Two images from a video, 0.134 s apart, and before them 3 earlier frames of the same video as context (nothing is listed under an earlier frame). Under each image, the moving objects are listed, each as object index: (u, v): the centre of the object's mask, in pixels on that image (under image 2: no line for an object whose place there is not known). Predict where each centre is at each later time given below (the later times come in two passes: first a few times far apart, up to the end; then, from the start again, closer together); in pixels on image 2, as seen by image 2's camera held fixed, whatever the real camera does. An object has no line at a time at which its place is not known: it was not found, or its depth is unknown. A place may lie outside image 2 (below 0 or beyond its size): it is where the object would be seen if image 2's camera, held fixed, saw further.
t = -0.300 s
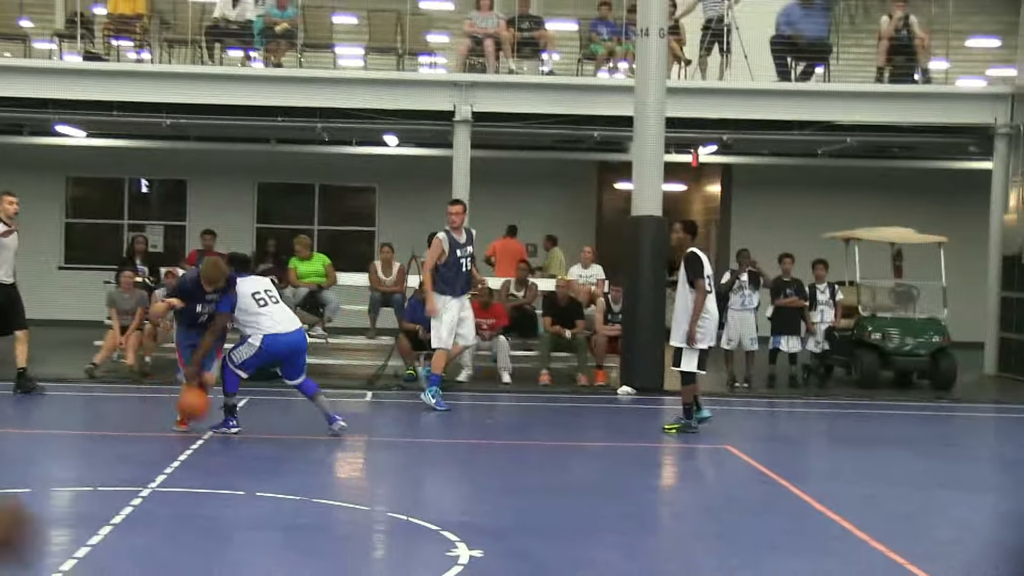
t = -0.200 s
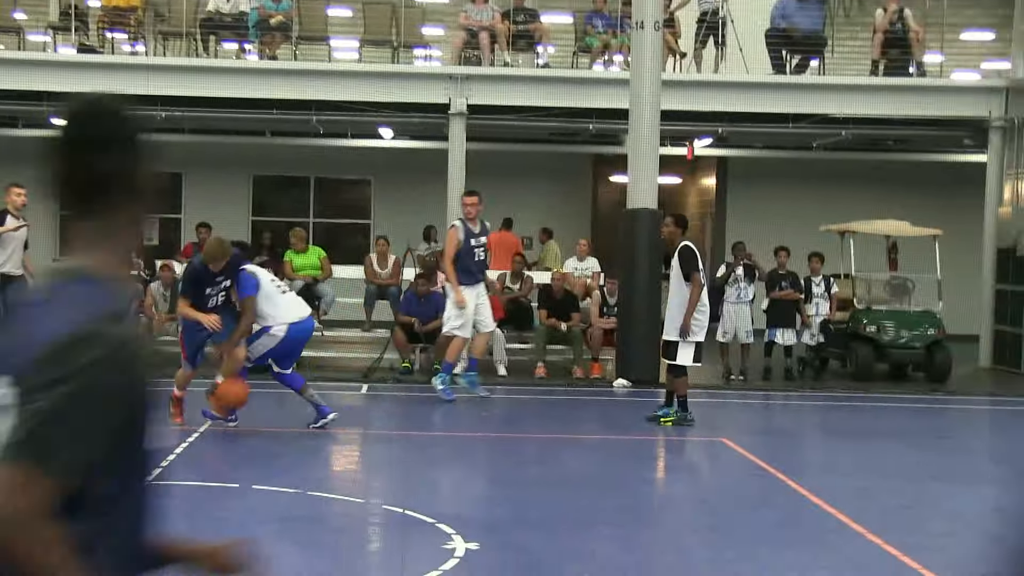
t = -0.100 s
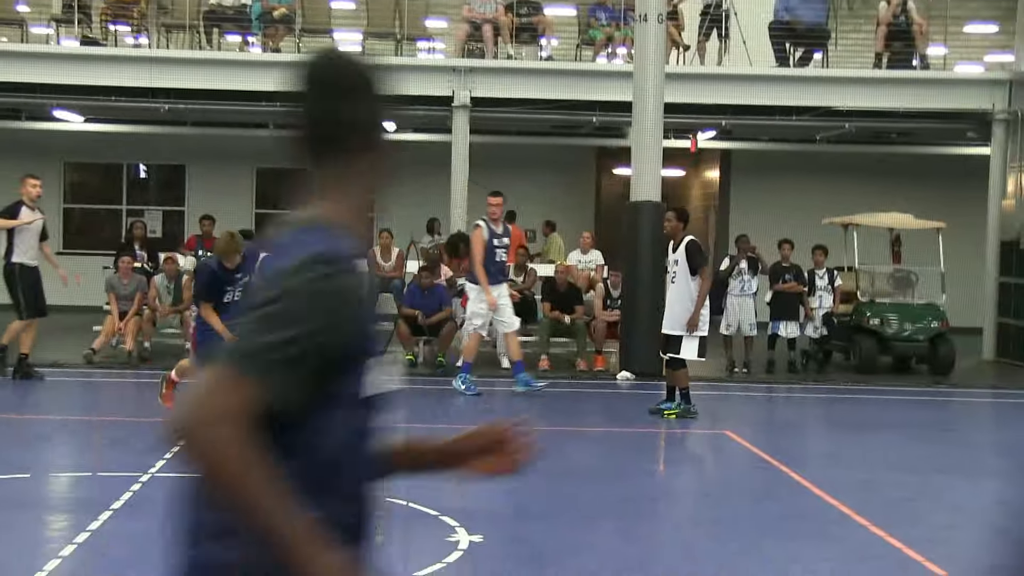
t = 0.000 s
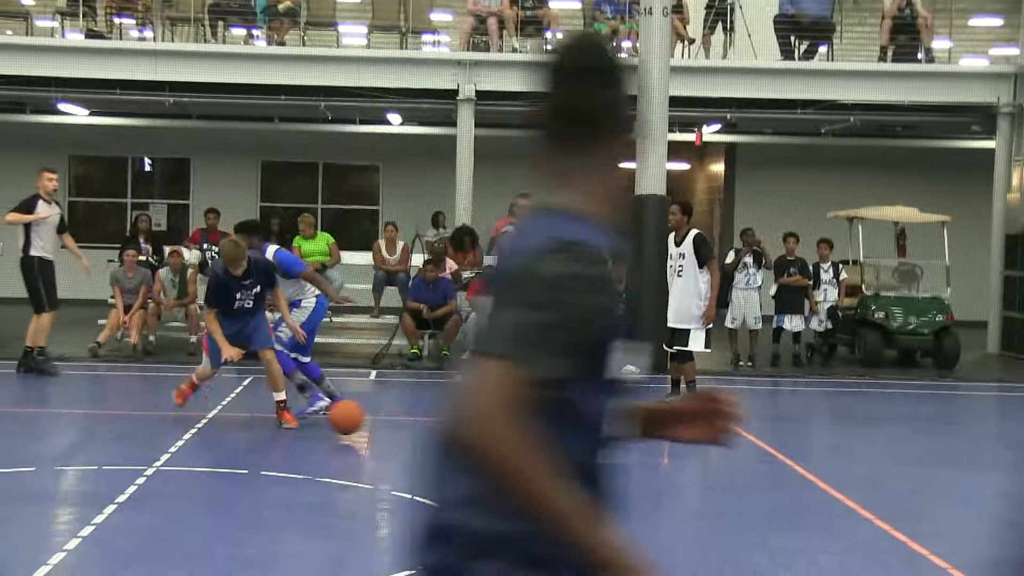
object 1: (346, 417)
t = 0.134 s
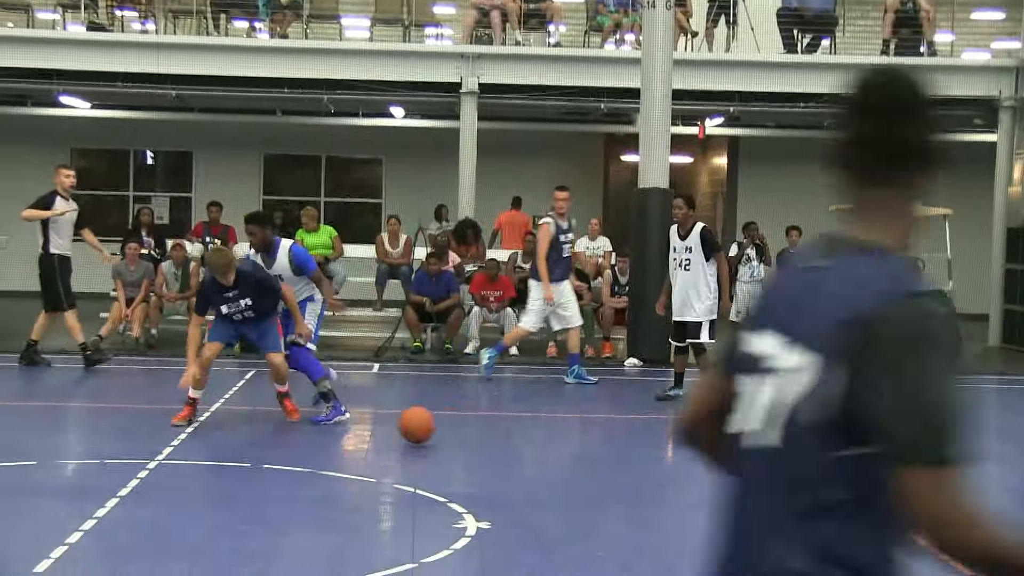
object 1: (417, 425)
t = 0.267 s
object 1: (480, 439)
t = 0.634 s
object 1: (679, 479)
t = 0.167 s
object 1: (432, 426)
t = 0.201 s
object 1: (447, 429)
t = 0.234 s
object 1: (464, 434)
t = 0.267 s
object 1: (480, 439)
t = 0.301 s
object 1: (497, 440)
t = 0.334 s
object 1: (514, 444)
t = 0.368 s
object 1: (529, 448)
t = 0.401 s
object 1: (546, 452)
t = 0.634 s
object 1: (679, 479)
